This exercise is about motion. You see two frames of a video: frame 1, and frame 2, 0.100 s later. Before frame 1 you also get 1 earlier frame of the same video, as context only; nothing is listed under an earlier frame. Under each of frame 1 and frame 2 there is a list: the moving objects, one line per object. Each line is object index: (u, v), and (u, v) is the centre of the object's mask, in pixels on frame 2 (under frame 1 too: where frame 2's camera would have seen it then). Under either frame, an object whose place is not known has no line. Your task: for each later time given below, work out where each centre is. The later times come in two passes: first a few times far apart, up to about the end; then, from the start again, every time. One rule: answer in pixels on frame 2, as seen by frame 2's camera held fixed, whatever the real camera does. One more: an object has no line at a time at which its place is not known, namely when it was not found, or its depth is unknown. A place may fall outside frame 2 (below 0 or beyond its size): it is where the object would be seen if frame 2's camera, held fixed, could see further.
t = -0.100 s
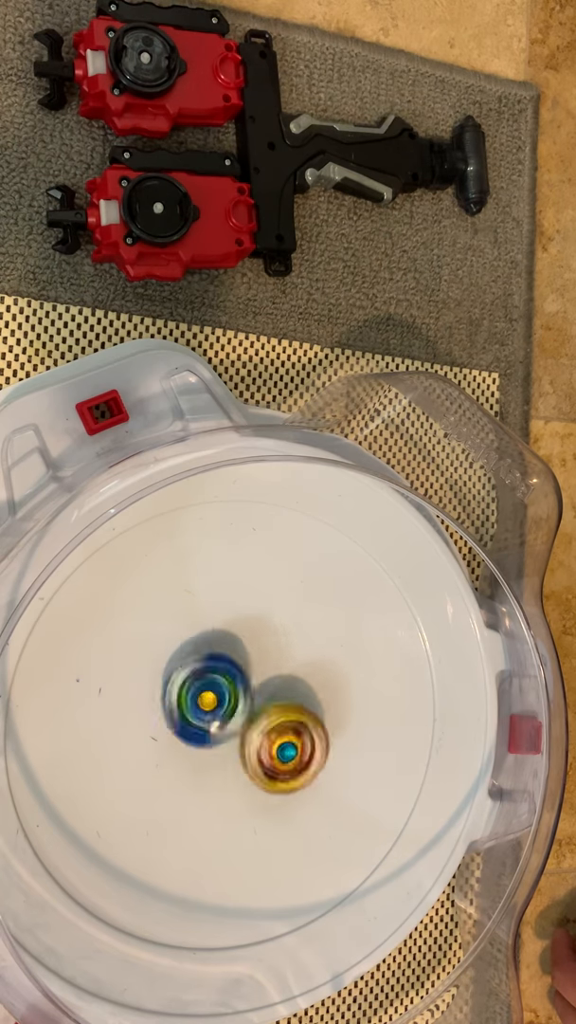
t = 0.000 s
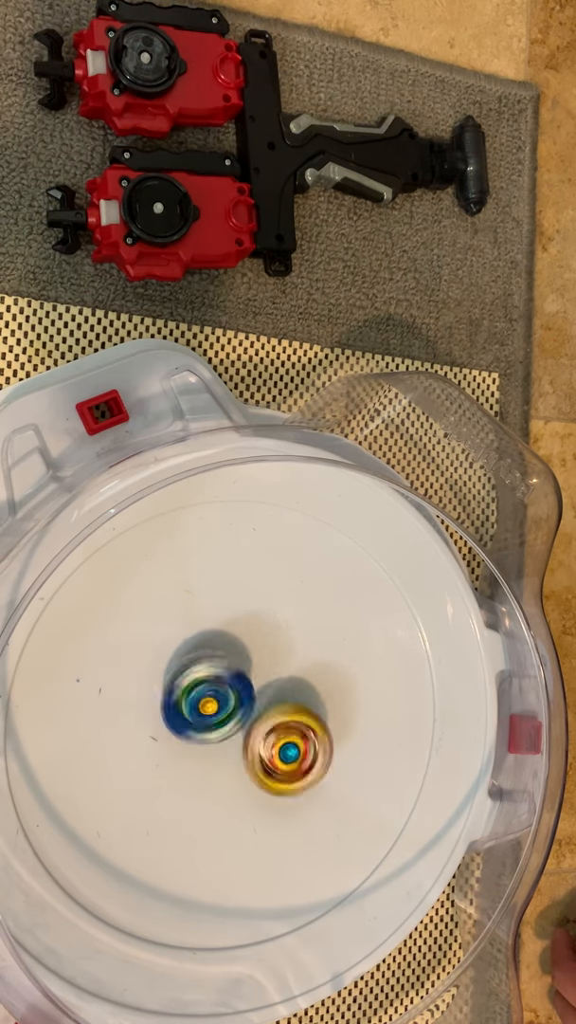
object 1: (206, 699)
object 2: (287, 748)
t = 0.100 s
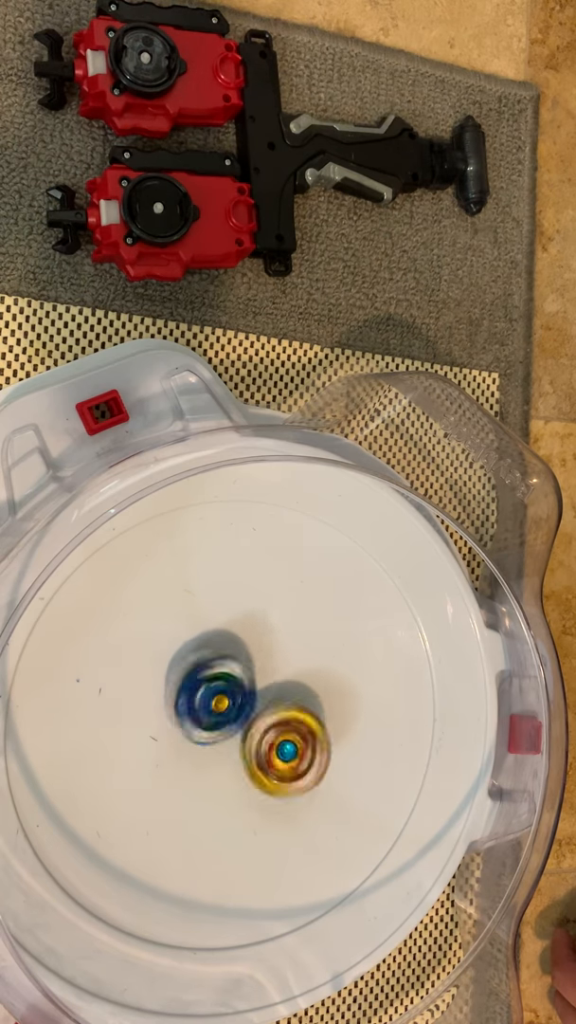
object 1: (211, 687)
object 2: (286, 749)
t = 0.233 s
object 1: (211, 685)
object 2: (281, 751)
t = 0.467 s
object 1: (198, 681)
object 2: (282, 750)
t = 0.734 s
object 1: (210, 690)
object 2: (282, 745)
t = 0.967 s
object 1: (214, 680)
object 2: (280, 753)
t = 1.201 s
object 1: (198, 678)
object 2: (277, 761)
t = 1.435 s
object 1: (192, 676)
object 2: (274, 766)
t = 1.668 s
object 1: (209, 692)
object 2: (279, 748)
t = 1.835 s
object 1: (210, 694)
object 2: (289, 735)
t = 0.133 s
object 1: (212, 695)
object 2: (286, 752)
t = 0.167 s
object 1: (215, 695)
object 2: (286, 752)
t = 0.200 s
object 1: (211, 686)
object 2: (284, 752)
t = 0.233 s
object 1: (211, 685)
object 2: (281, 751)
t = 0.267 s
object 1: (209, 686)
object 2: (281, 750)
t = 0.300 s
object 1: (206, 697)
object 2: (280, 747)
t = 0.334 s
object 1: (202, 686)
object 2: (282, 749)
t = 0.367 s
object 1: (199, 684)
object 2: (285, 754)
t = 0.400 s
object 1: (200, 681)
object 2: (283, 751)
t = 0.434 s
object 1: (198, 681)
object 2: (281, 741)
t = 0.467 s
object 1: (198, 681)
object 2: (282, 750)
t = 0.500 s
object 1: (198, 682)
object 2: (282, 738)
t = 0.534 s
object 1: (201, 682)
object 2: (283, 747)
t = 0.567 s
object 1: (203, 691)
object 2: (283, 746)
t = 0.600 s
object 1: (210, 691)
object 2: (282, 734)
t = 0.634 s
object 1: (209, 691)
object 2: (283, 744)
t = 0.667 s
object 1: (210, 690)
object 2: (284, 744)
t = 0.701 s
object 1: (208, 690)
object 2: (283, 745)
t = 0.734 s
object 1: (210, 690)
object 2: (282, 745)
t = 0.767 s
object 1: (210, 692)
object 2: (283, 746)
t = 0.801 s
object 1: (208, 689)
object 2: (284, 749)
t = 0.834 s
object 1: (207, 689)
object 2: (284, 751)
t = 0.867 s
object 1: (209, 679)
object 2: (281, 751)
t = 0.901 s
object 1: (211, 679)
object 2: (281, 743)
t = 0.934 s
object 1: (213, 679)
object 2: (280, 751)
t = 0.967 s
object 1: (214, 680)
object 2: (280, 753)
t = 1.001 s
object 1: (214, 678)
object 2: (279, 756)
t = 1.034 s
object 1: (213, 688)
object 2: (278, 758)
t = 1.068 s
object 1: (210, 677)
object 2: (278, 761)
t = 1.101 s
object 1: (208, 691)
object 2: (276, 758)
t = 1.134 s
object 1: (207, 682)
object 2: (273, 756)
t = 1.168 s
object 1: (206, 685)
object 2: (275, 755)
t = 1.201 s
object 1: (198, 678)
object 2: (277, 761)
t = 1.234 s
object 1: (195, 674)
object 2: (280, 757)
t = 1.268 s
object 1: (191, 670)
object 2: (278, 773)
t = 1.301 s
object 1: (189, 670)
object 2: (276, 771)
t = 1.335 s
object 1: (188, 669)
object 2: (278, 772)
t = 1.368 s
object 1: (187, 670)
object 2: (278, 770)
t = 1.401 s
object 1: (191, 672)
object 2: (276, 770)
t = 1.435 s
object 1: (192, 676)
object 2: (274, 766)
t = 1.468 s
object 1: (195, 681)
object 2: (270, 761)
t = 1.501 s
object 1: (199, 682)
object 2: (269, 755)
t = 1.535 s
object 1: (204, 695)
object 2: (270, 752)
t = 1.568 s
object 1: (205, 691)
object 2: (271, 751)
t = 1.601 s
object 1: (203, 689)
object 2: (276, 749)
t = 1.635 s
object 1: (205, 690)
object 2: (277, 750)
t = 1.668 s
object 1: (209, 692)
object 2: (279, 748)
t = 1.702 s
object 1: (212, 694)
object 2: (283, 746)
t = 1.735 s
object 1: (207, 693)
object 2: (286, 743)
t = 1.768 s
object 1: (207, 693)
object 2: (288, 733)
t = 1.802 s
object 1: (208, 692)
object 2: (288, 739)
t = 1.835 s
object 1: (210, 694)
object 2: (289, 735)
